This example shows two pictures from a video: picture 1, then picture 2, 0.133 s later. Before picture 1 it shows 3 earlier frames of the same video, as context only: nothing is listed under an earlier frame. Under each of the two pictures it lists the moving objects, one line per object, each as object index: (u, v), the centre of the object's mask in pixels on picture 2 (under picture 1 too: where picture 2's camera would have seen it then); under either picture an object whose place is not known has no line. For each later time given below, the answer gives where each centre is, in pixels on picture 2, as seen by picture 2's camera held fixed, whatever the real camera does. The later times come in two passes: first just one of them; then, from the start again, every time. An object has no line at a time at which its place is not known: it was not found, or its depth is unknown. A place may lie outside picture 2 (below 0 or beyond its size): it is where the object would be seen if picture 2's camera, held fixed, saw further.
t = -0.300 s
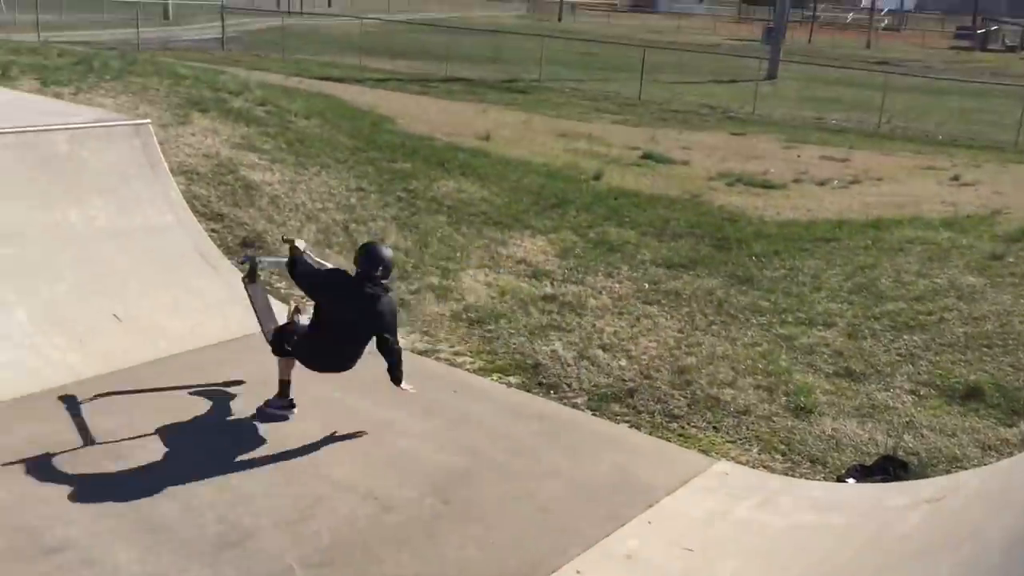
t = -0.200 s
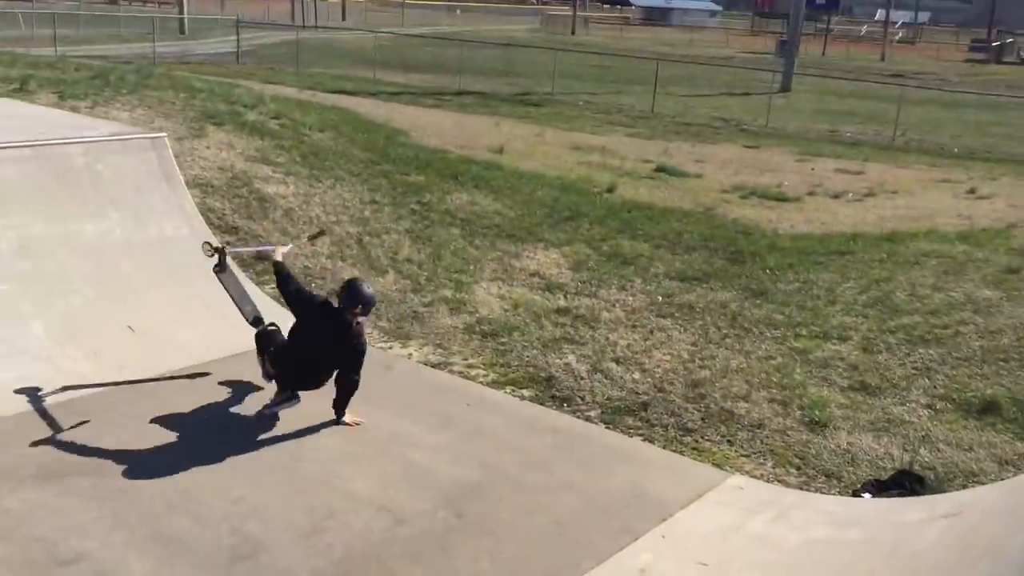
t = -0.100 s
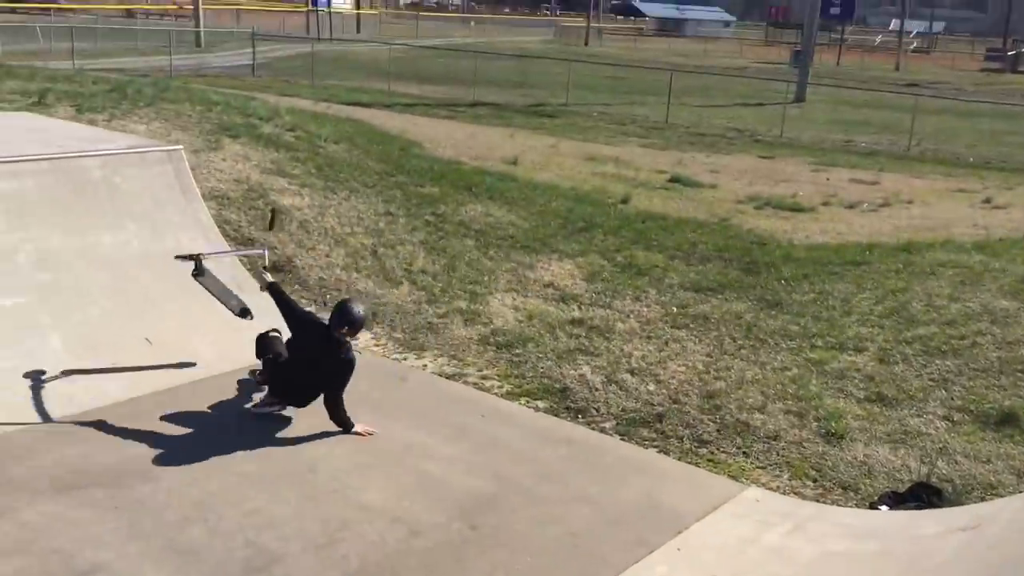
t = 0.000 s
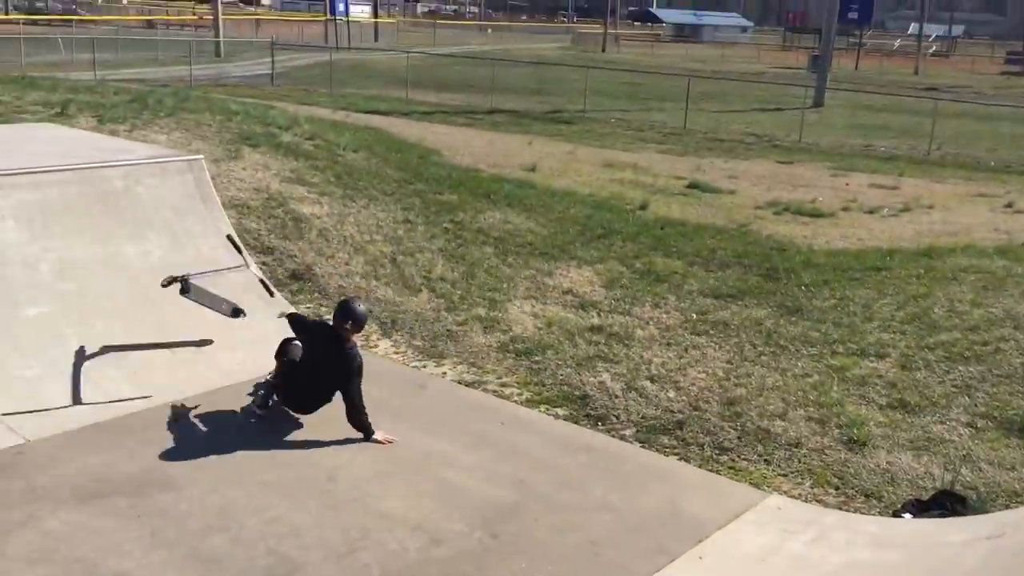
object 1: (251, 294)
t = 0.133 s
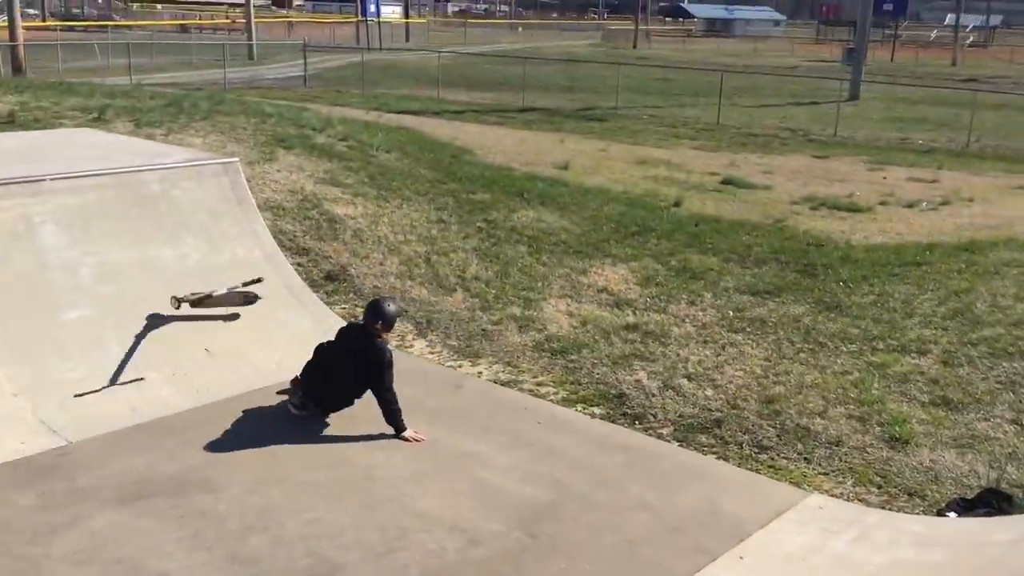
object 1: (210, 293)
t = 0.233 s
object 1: (206, 285)
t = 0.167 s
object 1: (214, 290)
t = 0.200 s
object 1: (207, 291)
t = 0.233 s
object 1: (206, 285)
